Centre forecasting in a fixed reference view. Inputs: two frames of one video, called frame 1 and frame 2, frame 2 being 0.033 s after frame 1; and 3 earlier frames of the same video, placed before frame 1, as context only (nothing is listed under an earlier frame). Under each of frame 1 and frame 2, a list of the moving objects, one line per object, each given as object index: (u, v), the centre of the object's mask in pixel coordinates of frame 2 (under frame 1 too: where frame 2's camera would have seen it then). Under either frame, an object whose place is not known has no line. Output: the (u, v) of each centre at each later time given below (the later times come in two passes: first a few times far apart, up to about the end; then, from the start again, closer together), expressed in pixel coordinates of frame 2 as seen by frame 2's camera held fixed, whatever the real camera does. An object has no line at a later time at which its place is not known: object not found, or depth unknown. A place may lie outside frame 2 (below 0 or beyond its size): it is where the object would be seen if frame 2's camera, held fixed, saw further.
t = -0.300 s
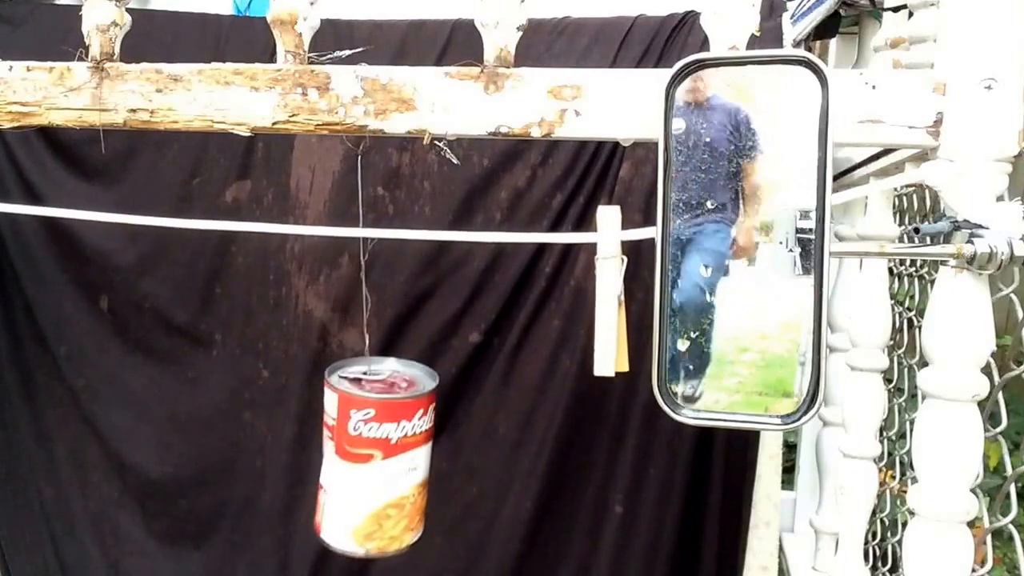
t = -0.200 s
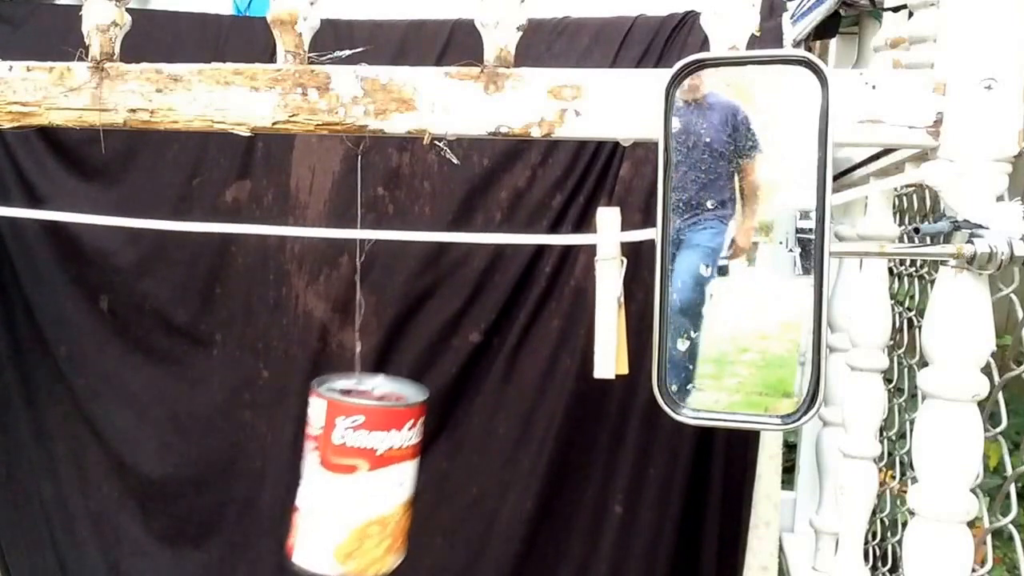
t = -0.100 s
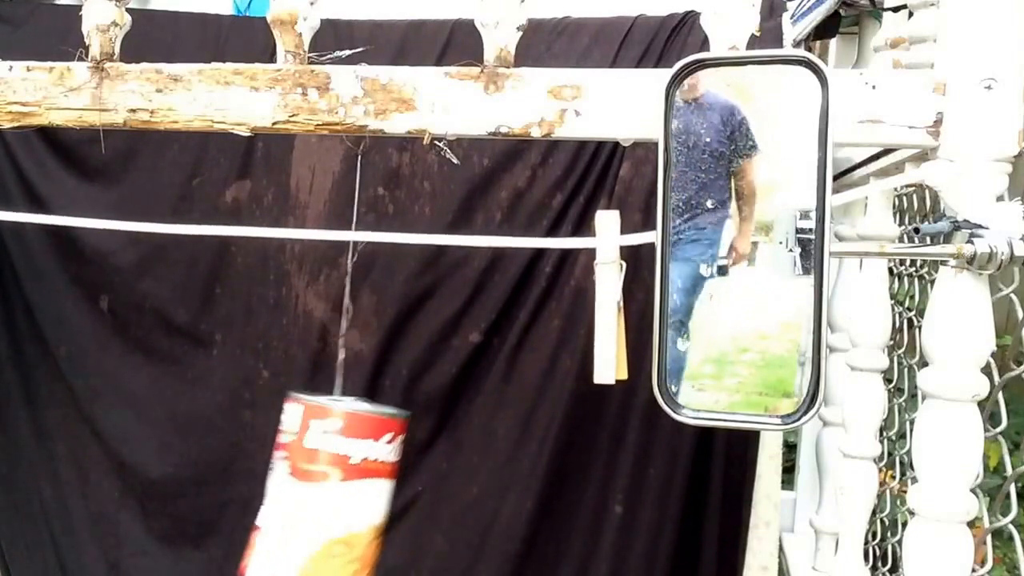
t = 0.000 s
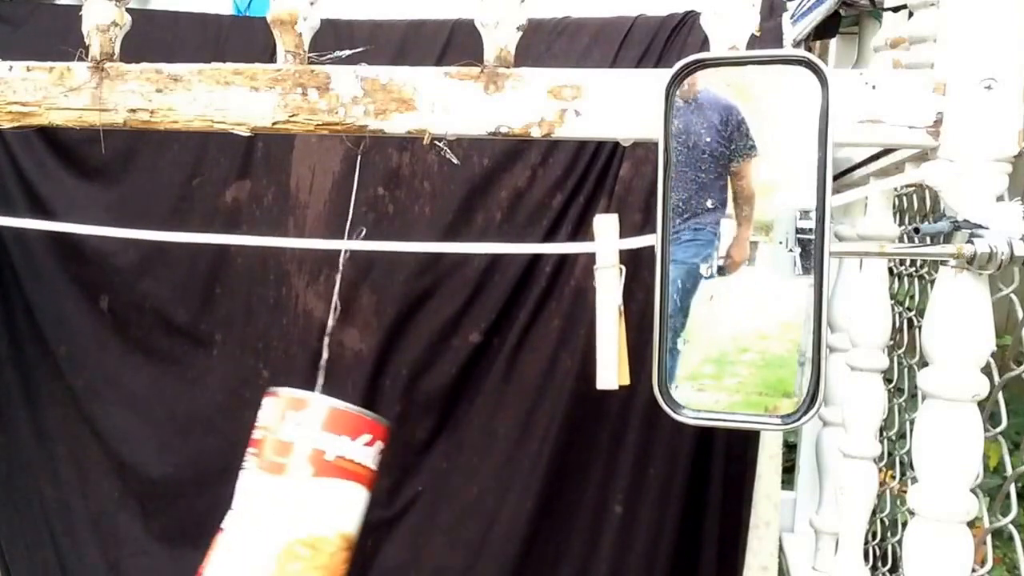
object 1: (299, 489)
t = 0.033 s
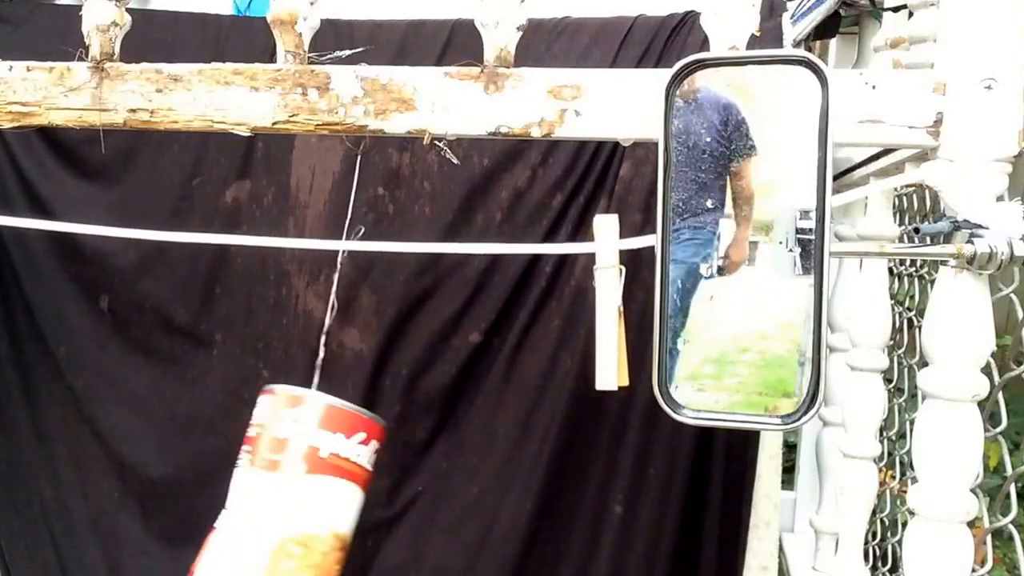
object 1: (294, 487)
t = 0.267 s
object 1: (319, 490)
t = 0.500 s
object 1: (374, 456)
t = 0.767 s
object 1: (330, 486)
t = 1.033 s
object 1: (297, 488)
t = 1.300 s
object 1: (361, 471)
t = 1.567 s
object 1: (350, 478)
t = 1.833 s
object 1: (297, 487)
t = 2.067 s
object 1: (335, 486)
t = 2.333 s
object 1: (369, 461)
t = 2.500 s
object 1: (336, 484)
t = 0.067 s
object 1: (291, 487)
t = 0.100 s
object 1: (290, 486)
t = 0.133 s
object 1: (292, 487)
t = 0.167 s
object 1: (295, 487)
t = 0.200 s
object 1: (302, 488)
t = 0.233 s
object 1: (310, 489)
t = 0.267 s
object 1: (319, 490)
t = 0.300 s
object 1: (329, 488)
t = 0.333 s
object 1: (339, 484)
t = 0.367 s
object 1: (349, 480)
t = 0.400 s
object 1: (358, 474)
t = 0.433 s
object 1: (365, 467)
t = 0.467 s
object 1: (370, 461)
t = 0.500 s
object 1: (374, 456)
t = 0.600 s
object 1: (371, 460)
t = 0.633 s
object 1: (366, 466)
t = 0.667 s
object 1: (359, 472)
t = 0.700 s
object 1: (350, 478)
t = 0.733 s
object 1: (341, 482)
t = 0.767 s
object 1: (330, 486)
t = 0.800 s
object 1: (320, 489)
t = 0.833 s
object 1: (311, 490)
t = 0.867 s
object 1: (304, 490)
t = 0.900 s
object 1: (298, 489)
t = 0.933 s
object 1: (294, 488)
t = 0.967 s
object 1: (293, 487)
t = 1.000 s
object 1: (294, 487)
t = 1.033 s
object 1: (297, 488)
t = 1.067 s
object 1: (303, 488)
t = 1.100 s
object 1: (310, 489)
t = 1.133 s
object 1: (318, 490)
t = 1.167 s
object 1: (327, 489)
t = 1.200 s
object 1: (336, 486)
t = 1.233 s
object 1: (346, 482)
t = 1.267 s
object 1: (354, 477)
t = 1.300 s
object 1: (361, 471)
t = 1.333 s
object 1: (366, 465)
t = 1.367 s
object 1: (370, 460)
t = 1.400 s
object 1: (372, 457)
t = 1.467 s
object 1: (369, 460)
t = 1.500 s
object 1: (364, 466)
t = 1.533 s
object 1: (358, 472)
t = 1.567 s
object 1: (350, 478)
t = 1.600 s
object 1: (342, 482)
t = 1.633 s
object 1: (333, 486)
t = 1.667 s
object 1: (323, 489)
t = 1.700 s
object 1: (315, 490)
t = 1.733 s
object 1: (307, 489)
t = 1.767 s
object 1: (302, 488)
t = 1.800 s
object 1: (299, 487)
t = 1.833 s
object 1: (297, 487)
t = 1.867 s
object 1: (297, 487)
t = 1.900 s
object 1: (299, 488)
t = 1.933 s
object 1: (303, 489)
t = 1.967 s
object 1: (309, 490)
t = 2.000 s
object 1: (317, 490)
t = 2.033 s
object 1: (326, 489)
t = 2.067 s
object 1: (335, 486)
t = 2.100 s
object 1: (344, 483)
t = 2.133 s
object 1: (352, 478)
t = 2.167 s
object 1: (359, 473)
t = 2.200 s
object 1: (364, 467)
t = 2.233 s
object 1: (368, 462)
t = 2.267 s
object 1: (371, 458)
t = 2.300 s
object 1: (371, 458)
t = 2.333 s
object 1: (369, 461)
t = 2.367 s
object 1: (365, 465)
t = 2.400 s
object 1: (359, 471)
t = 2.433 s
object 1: (352, 476)
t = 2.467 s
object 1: (344, 480)
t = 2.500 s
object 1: (336, 484)
